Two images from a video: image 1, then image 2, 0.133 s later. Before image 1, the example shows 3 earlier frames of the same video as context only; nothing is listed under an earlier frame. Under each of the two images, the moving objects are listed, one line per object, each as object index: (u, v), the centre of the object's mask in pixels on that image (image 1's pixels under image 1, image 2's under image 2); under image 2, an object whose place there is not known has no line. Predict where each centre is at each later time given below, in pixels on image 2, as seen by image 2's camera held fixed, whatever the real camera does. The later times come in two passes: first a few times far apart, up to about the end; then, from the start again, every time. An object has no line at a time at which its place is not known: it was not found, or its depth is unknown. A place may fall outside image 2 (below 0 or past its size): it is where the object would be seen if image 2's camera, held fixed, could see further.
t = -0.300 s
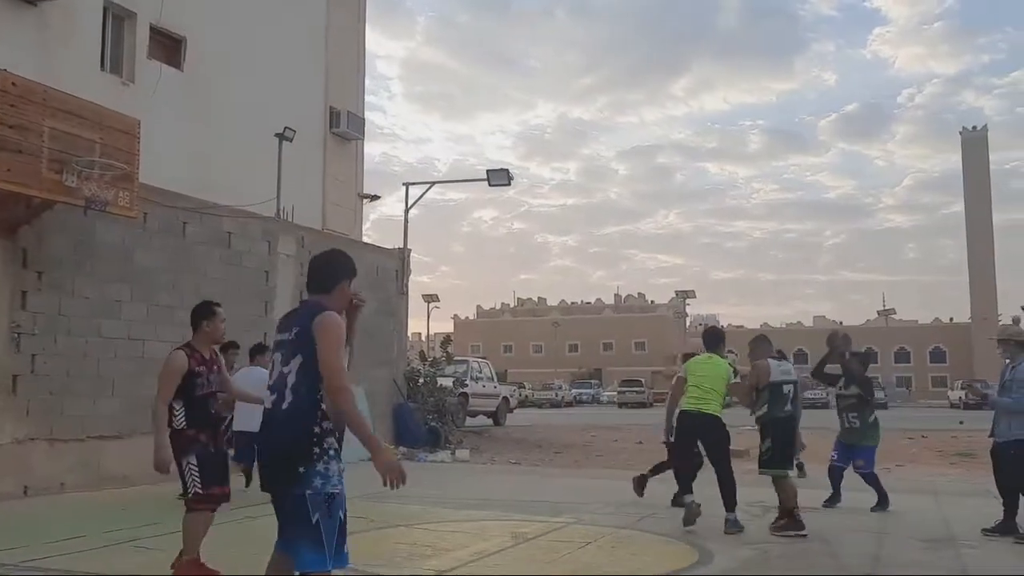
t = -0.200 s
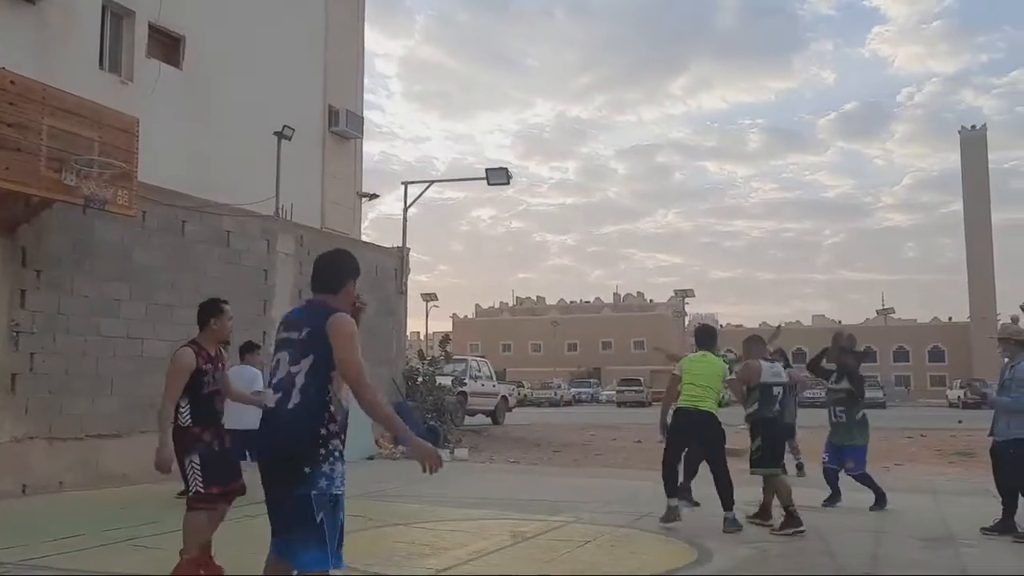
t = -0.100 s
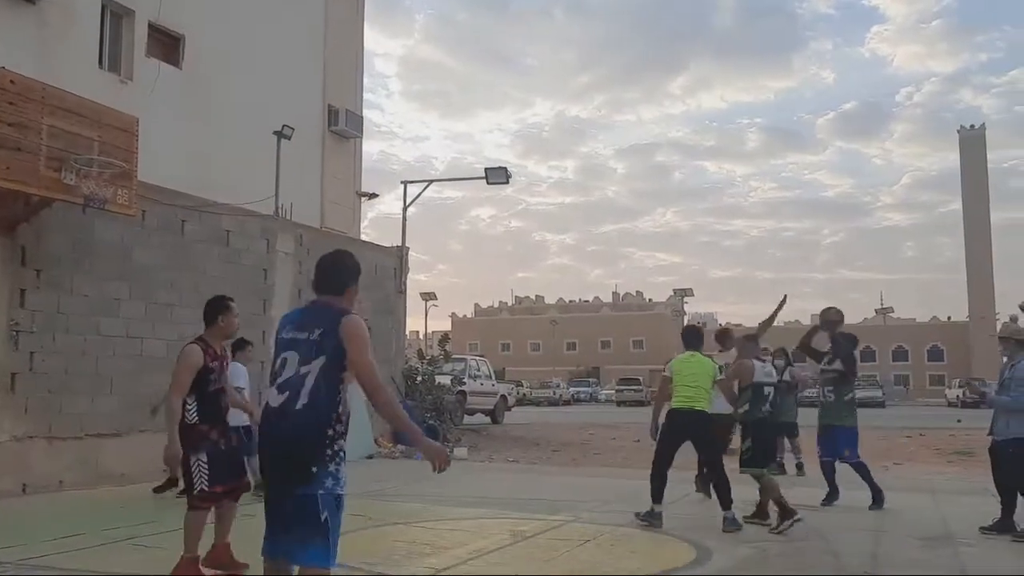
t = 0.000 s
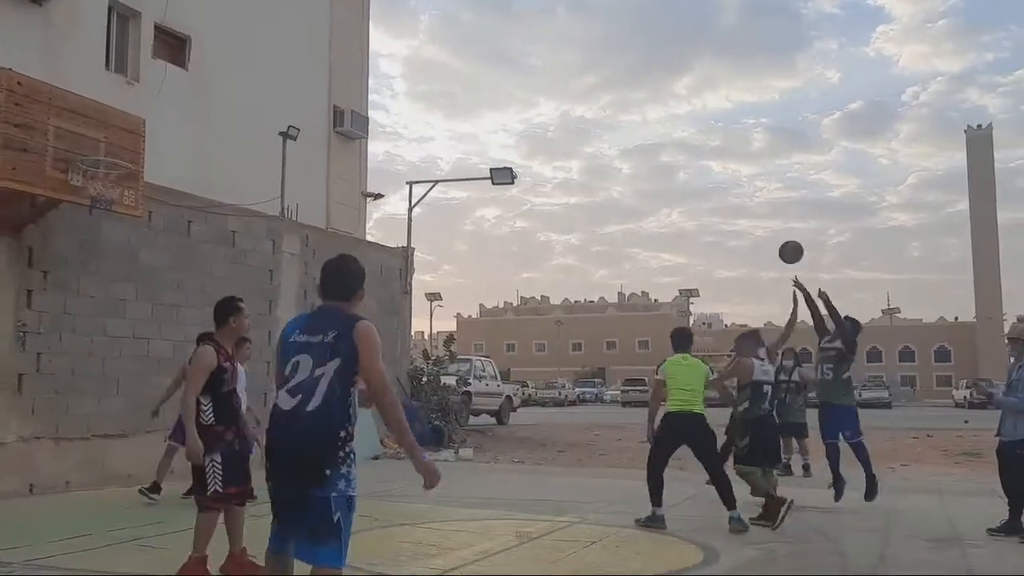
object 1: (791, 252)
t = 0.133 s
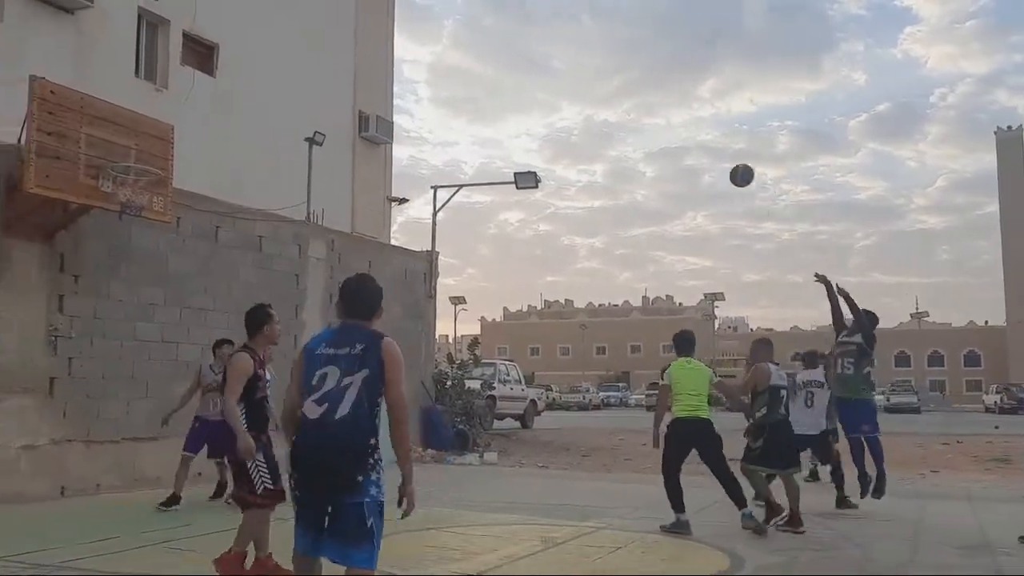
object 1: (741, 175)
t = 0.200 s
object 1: (704, 142)
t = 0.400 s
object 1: (595, 66)
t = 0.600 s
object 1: (489, 28)
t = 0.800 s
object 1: (382, 26)
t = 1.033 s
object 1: (254, 73)
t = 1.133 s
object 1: (197, 110)
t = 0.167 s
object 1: (723, 158)
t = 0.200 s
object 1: (704, 142)
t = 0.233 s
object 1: (686, 127)
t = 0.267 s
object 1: (668, 112)
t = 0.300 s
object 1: (649, 99)
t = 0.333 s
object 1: (631, 87)
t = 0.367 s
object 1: (613, 76)
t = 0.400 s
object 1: (595, 66)
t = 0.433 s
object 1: (578, 57)
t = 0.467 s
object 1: (560, 49)
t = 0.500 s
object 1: (542, 42)
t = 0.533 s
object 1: (524, 36)
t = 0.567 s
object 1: (507, 31)
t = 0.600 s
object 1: (489, 28)
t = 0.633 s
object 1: (471, 25)
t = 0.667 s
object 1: (453, 23)
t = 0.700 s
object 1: (435, 23)
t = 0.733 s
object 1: (417, 23)
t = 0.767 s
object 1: (399, 24)
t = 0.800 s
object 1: (382, 26)
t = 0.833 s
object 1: (363, 30)
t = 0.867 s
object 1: (345, 35)
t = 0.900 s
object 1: (327, 40)
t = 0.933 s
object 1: (309, 47)
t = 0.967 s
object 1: (291, 55)
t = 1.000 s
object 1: (272, 63)
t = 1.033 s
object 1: (254, 73)
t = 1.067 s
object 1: (235, 85)
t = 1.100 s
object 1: (216, 97)
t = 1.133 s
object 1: (197, 110)
